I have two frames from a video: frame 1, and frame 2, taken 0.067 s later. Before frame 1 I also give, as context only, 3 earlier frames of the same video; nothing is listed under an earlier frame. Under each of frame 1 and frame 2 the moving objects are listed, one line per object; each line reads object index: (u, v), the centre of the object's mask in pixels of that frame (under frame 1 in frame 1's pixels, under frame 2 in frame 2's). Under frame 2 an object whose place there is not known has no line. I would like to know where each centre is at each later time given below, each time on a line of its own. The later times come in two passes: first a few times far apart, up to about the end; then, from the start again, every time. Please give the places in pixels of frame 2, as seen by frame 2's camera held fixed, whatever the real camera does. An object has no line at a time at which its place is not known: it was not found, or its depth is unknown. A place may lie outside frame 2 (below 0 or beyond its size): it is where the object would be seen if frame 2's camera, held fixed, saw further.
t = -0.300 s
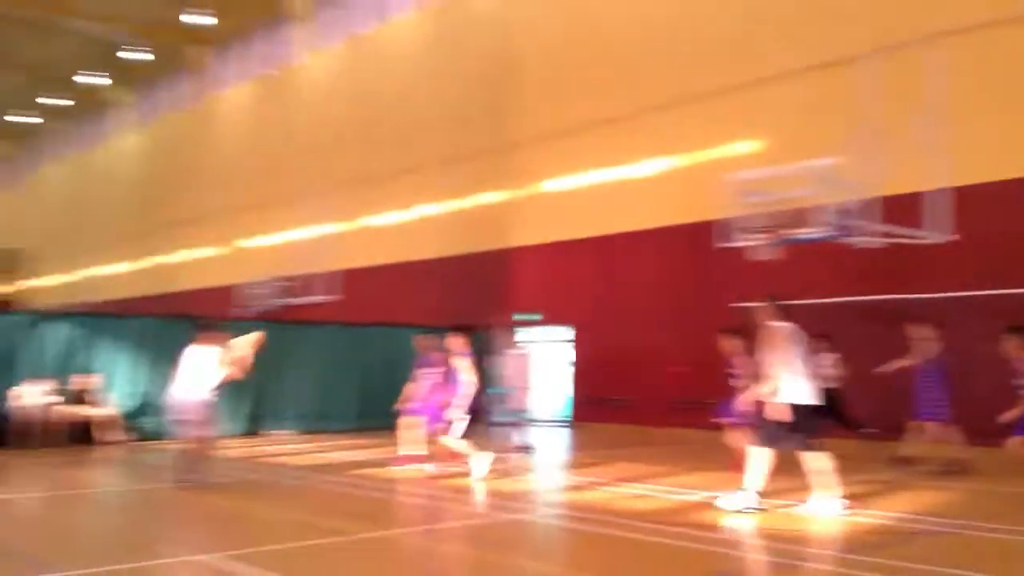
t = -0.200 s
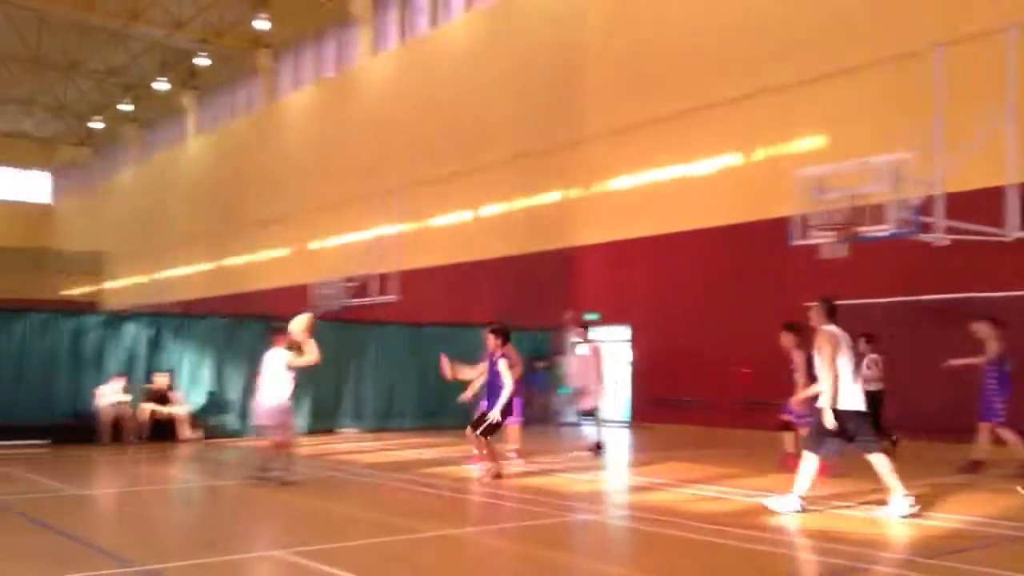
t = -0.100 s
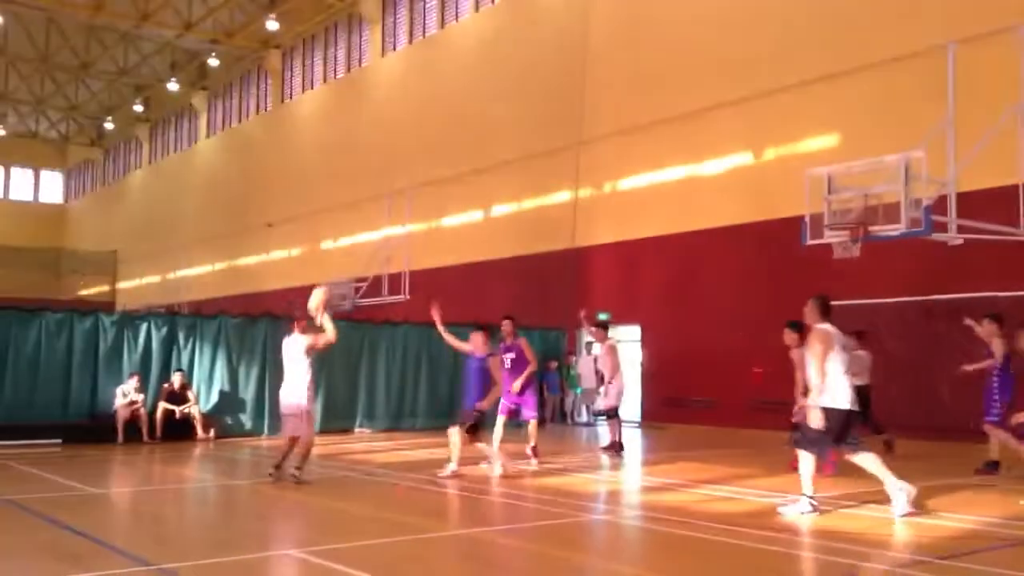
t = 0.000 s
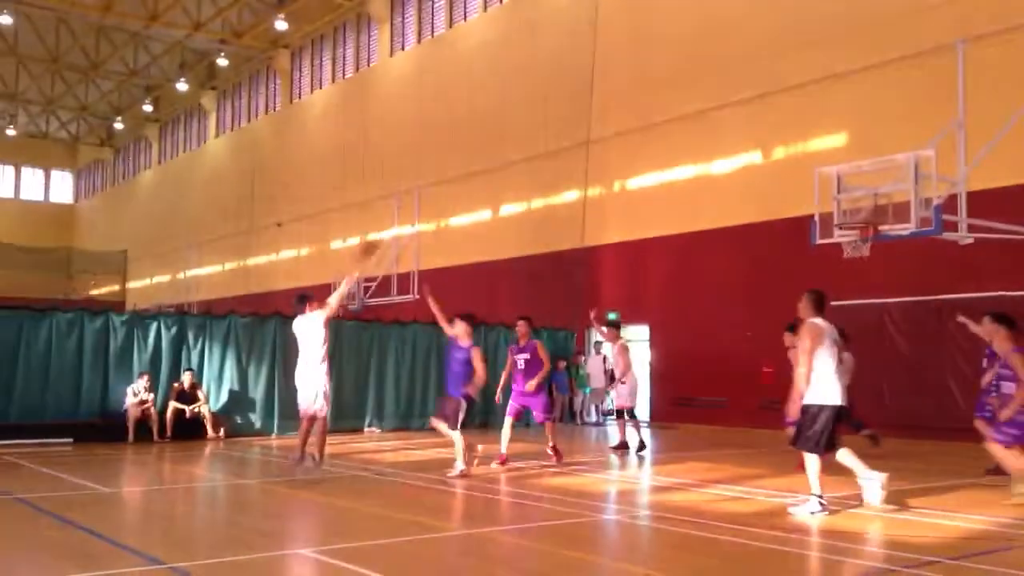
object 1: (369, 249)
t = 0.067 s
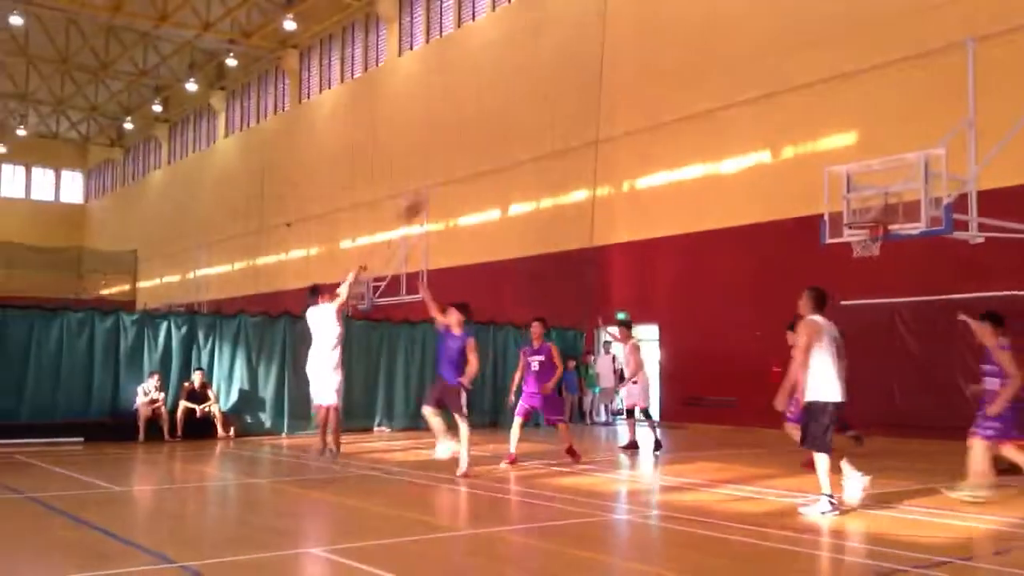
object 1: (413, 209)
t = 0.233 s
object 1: (492, 138)
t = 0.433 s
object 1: (579, 92)
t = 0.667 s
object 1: (671, 83)
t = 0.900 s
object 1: (754, 114)
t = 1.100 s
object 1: (822, 170)
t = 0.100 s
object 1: (432, 192)
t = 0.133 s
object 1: (447, 176)
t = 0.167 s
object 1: (462, 163)
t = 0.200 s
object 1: (476, 150)
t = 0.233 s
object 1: (492, 138)
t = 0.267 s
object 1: (508, 127)
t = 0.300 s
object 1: (523, 119)
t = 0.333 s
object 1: (536, 111)
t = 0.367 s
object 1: (550, 103)
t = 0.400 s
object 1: (565, 97)
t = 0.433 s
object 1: (579, 92)
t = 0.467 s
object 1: (593, 87)
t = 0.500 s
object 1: (606, 84)
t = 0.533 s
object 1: (619, 82)
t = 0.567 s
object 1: (632, 81)
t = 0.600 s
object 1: (645, 80)
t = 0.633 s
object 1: (658, 81)
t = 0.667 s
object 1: (671, 83)
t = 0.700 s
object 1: (683, 85)
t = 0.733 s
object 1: (695, 87)
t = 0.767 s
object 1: (707, 92)
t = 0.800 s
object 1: (719, 97)
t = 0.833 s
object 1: (731, 102)
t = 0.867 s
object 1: (742, 107)
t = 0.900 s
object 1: (754, 114)
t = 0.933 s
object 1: (766, 121)
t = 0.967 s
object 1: (777, 130)
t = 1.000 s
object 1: (788, 138)
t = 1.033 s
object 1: (800, 149)
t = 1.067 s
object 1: (811, 159)
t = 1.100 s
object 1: (822, 170)
